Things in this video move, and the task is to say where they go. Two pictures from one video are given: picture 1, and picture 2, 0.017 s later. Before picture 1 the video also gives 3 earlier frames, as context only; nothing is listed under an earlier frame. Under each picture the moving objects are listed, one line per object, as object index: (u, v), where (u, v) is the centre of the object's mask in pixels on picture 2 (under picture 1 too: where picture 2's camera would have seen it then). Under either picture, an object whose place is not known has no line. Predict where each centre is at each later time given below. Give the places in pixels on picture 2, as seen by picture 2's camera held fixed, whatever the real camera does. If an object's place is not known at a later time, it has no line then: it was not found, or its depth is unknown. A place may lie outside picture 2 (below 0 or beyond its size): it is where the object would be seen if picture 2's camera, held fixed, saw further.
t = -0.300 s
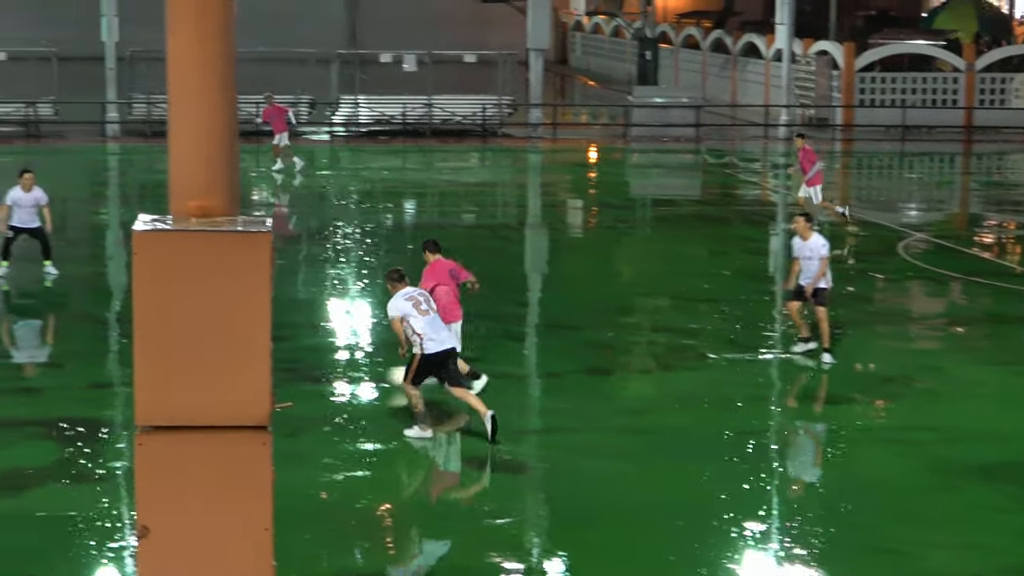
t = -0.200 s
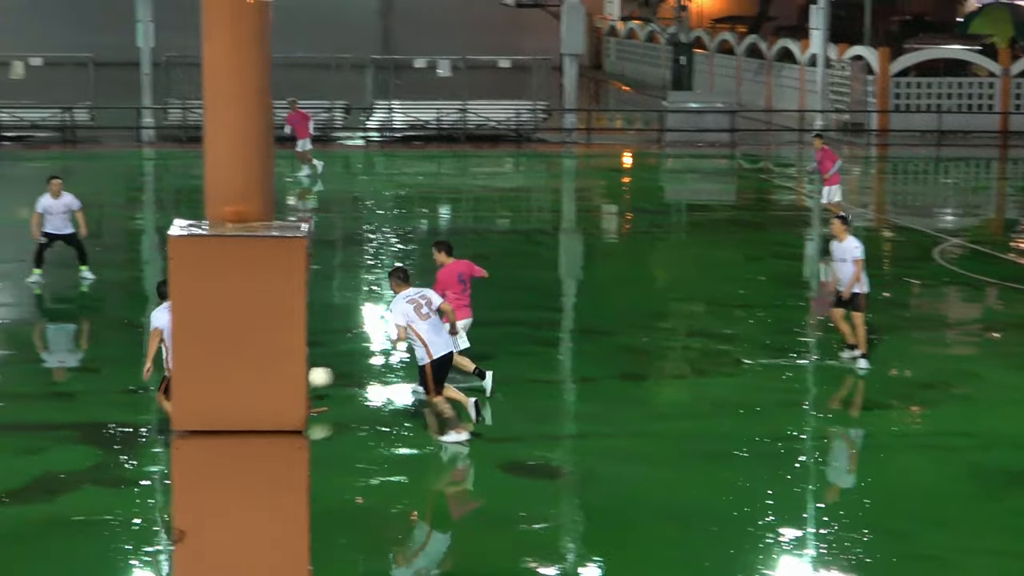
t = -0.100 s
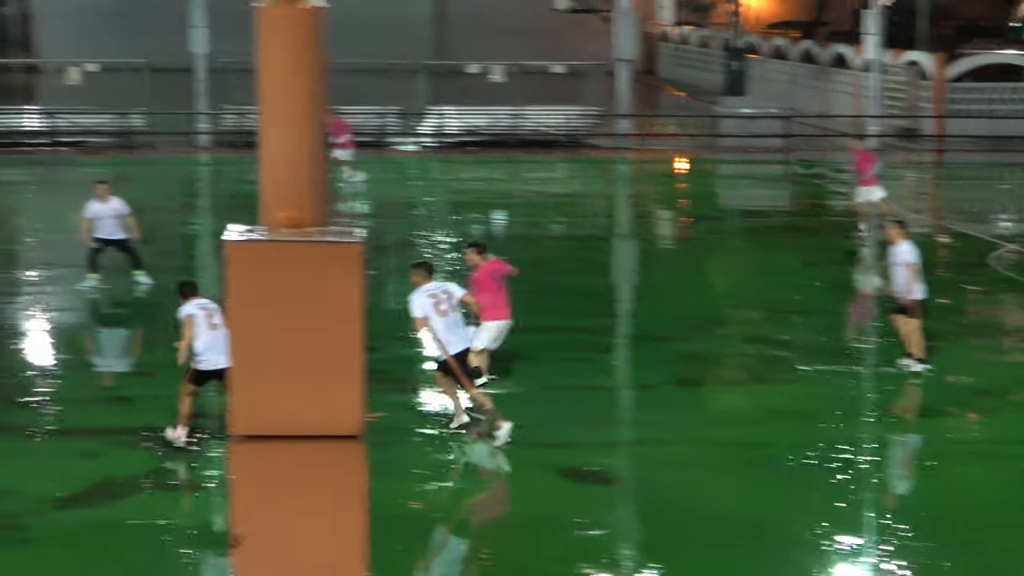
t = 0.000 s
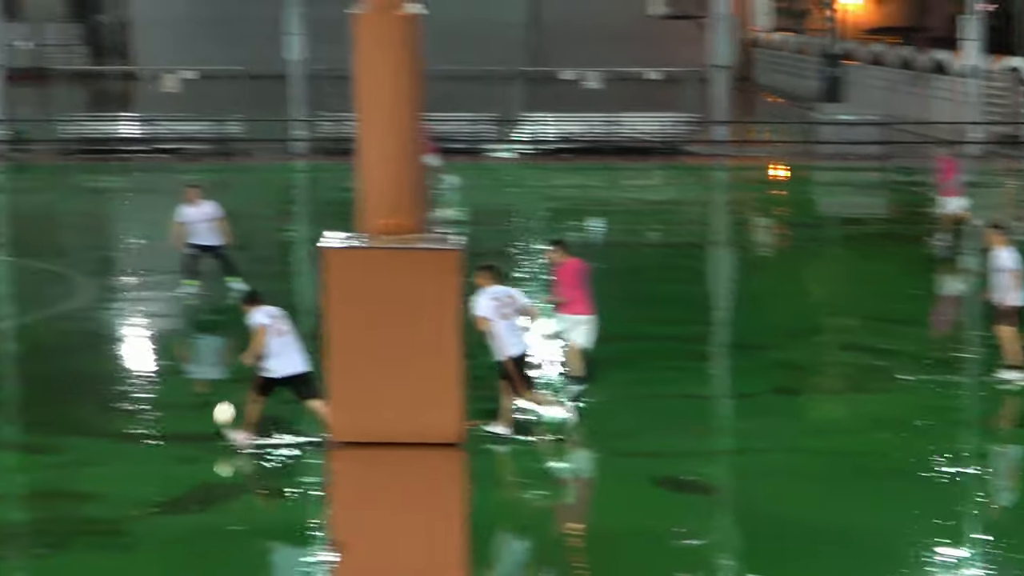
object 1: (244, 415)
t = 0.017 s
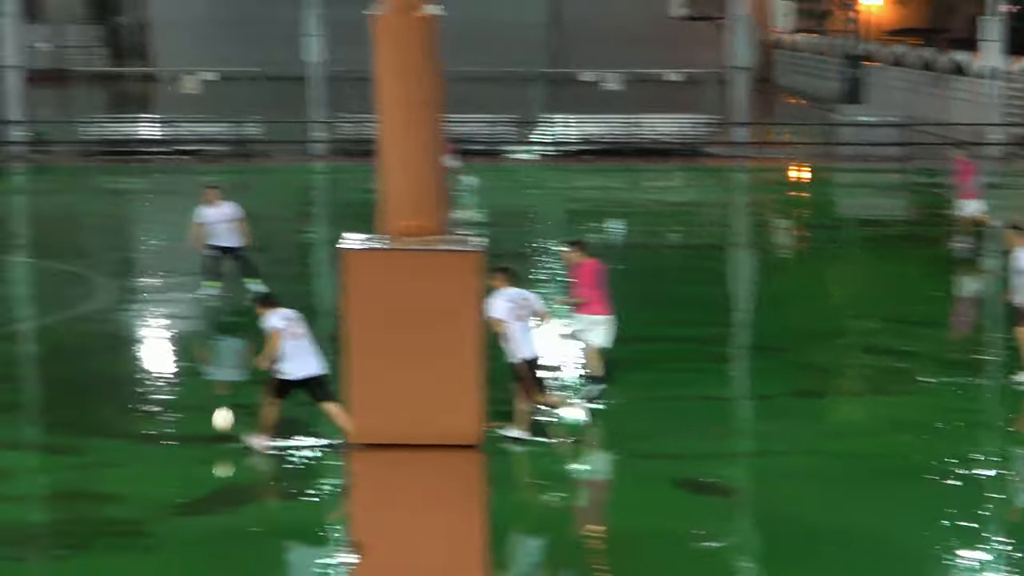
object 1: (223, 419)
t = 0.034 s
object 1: (202, 424)
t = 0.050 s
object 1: (181, 429)
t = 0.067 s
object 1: (160, 434)
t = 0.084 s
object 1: (138, 439)
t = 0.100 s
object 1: (118, 442)
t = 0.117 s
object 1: (97, 442)
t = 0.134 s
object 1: (76, 441)
